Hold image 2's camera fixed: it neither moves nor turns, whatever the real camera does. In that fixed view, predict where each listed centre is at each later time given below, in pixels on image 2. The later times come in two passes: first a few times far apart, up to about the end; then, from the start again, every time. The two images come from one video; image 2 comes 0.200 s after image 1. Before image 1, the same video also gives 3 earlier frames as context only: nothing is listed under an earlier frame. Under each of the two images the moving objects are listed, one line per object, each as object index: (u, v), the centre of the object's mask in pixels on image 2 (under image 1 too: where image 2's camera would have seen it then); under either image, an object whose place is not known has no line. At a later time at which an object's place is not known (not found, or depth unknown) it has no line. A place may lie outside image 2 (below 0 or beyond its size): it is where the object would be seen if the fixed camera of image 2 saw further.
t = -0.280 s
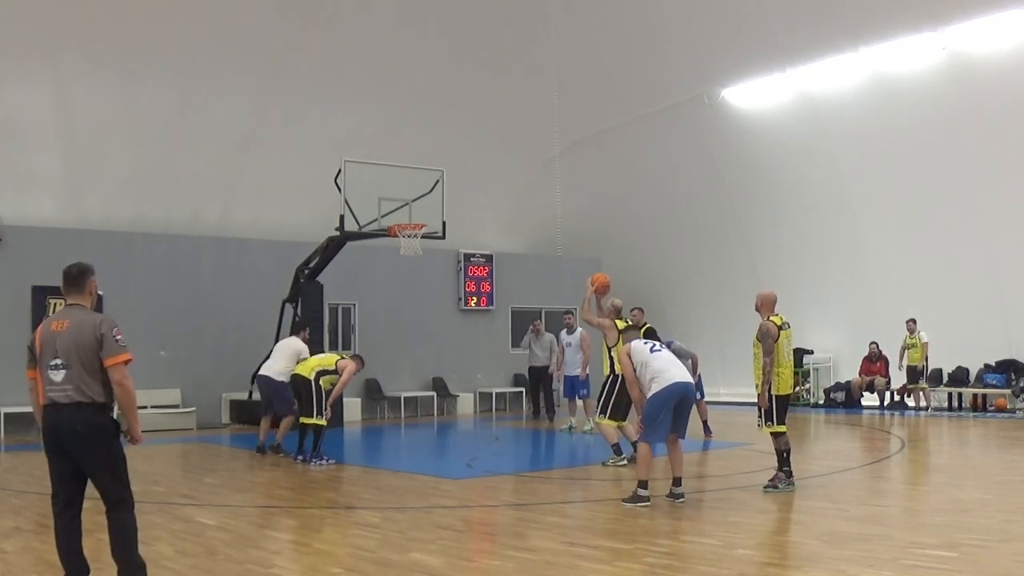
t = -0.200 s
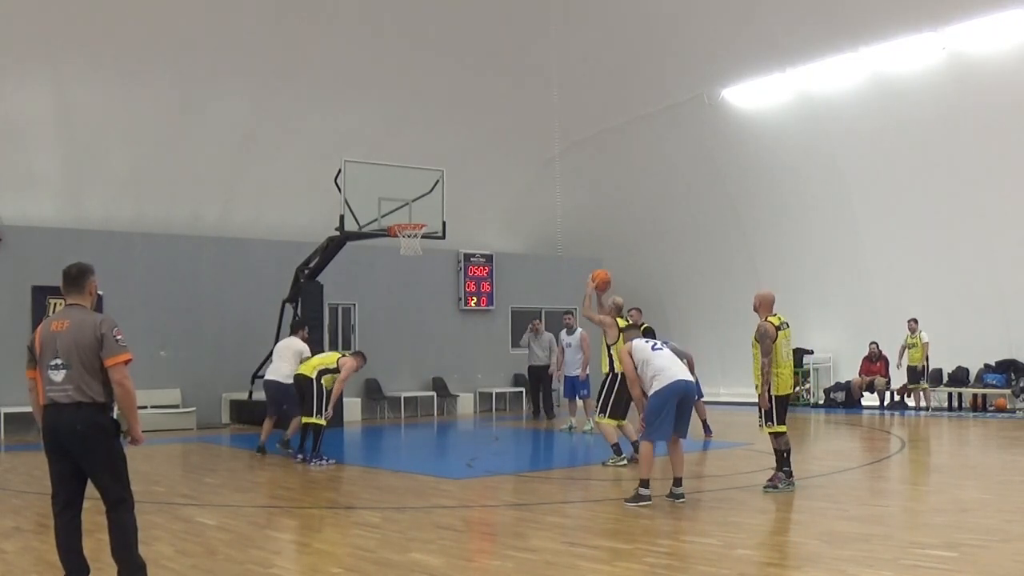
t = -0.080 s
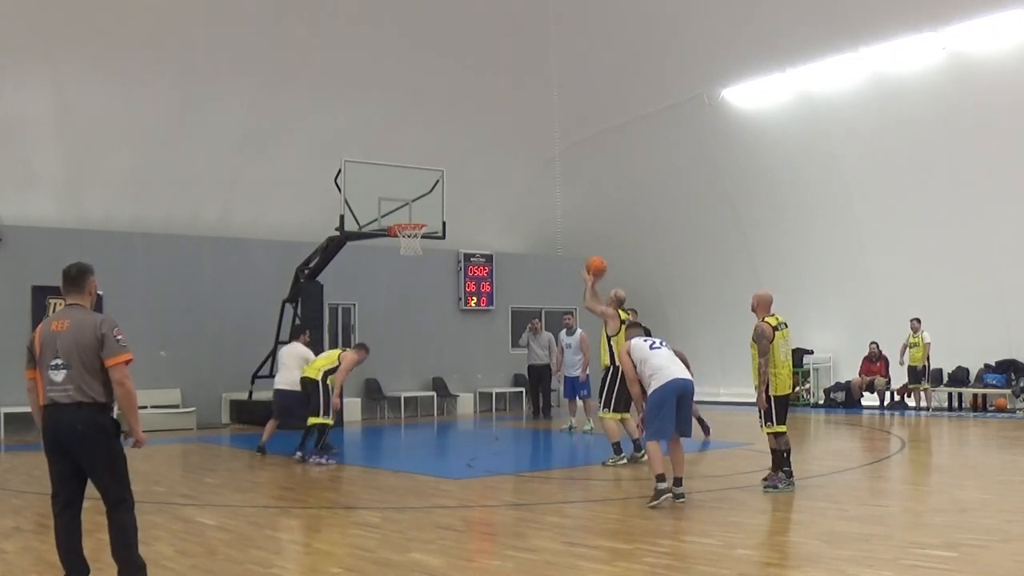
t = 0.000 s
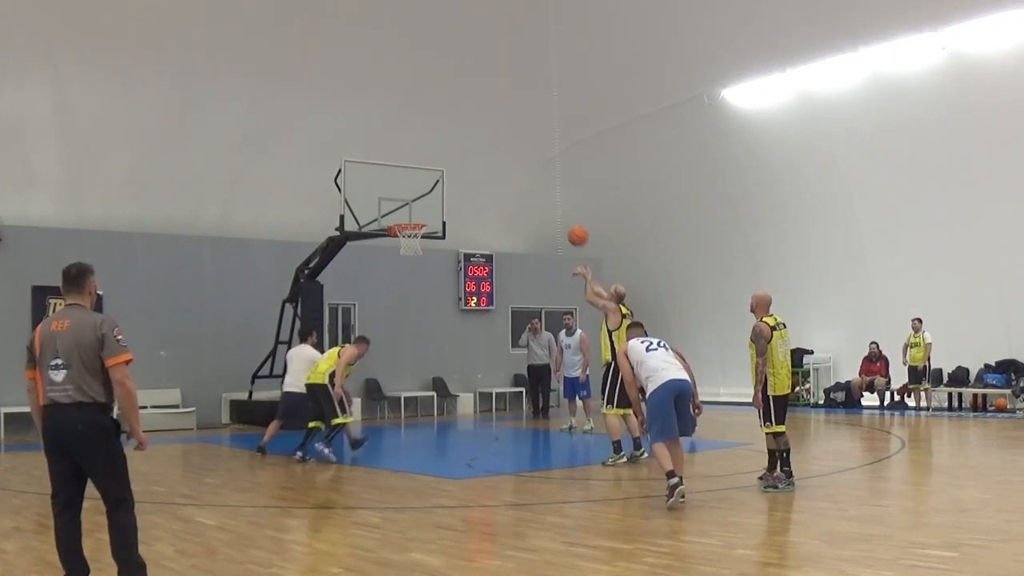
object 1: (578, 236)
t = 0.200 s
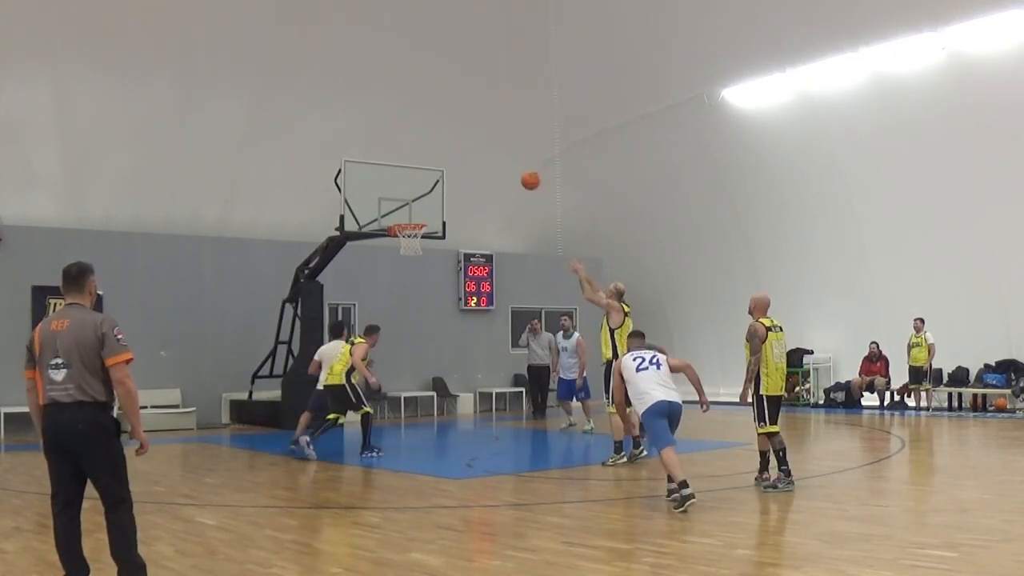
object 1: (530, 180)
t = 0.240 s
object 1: (522, 173)
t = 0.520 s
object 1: (466, 162)
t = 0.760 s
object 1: (426, 194)
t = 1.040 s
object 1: (408, 190)
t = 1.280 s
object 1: (407, 178)
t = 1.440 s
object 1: (406, 194)
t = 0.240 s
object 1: (522, 173)
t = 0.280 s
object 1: (513, 168)
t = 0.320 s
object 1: (505, 164)
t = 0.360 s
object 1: (497, 161)
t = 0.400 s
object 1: (489, 159)
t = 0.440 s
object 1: (481, 159)
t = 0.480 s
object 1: (474, 160)
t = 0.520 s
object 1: (466, 162)
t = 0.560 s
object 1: (459, 164)
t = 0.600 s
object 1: (452, 168)
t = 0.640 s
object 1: (446, 173)
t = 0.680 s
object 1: (439, 179)
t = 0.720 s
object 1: (432, 186)
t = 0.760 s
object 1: (426, 194)
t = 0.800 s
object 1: (419, 202)
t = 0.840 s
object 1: (413, 212)
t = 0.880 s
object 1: (408, 217)
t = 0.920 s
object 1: (408, 210)
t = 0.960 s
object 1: (408, 202)
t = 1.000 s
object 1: (407, 196)
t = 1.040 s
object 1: (408, 190)
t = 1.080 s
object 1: (407, 184)
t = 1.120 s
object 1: (407, 181)
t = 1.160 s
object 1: (407, 179)
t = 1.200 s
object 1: (407, 178)
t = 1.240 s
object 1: (407, 178)
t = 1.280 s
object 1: (407, 178)
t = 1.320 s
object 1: (407, 180)
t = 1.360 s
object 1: (406, 183)
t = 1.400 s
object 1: (407, 188)
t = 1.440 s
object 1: (406, 194)
